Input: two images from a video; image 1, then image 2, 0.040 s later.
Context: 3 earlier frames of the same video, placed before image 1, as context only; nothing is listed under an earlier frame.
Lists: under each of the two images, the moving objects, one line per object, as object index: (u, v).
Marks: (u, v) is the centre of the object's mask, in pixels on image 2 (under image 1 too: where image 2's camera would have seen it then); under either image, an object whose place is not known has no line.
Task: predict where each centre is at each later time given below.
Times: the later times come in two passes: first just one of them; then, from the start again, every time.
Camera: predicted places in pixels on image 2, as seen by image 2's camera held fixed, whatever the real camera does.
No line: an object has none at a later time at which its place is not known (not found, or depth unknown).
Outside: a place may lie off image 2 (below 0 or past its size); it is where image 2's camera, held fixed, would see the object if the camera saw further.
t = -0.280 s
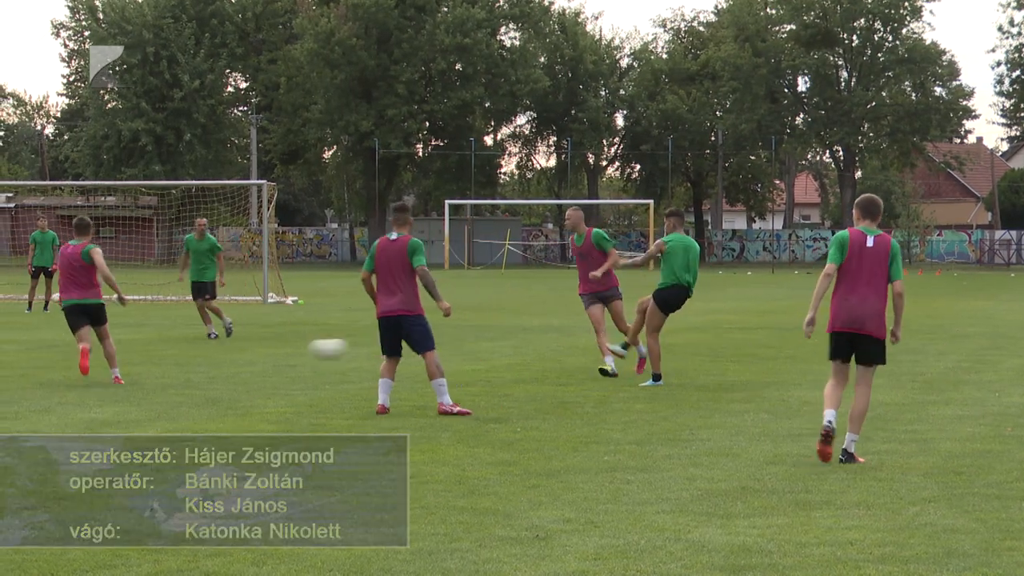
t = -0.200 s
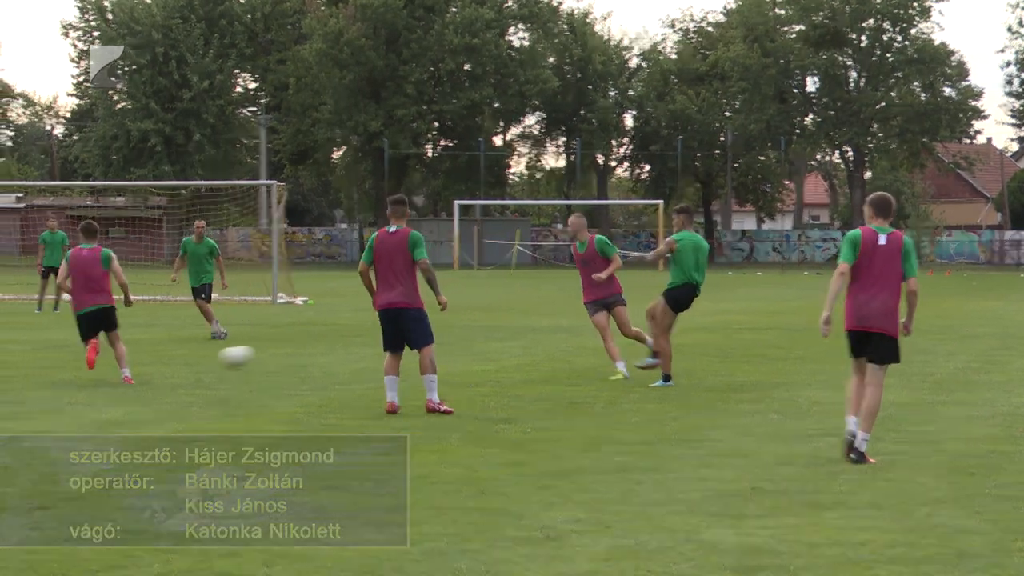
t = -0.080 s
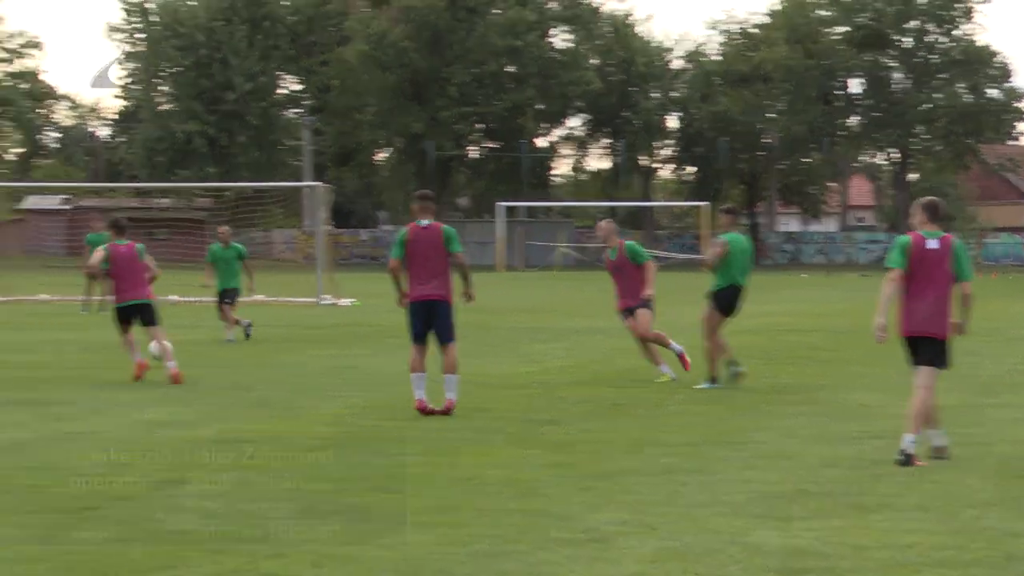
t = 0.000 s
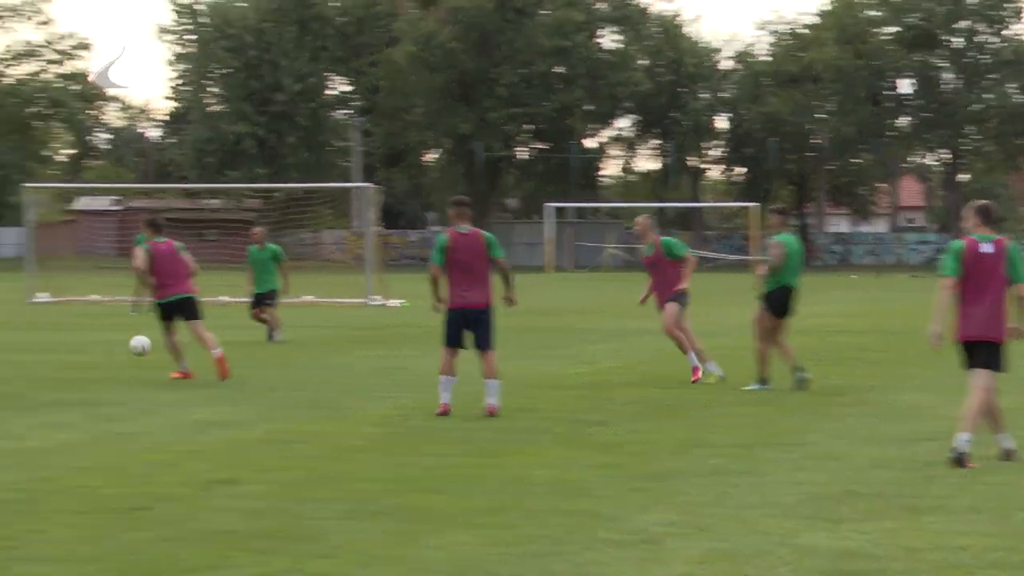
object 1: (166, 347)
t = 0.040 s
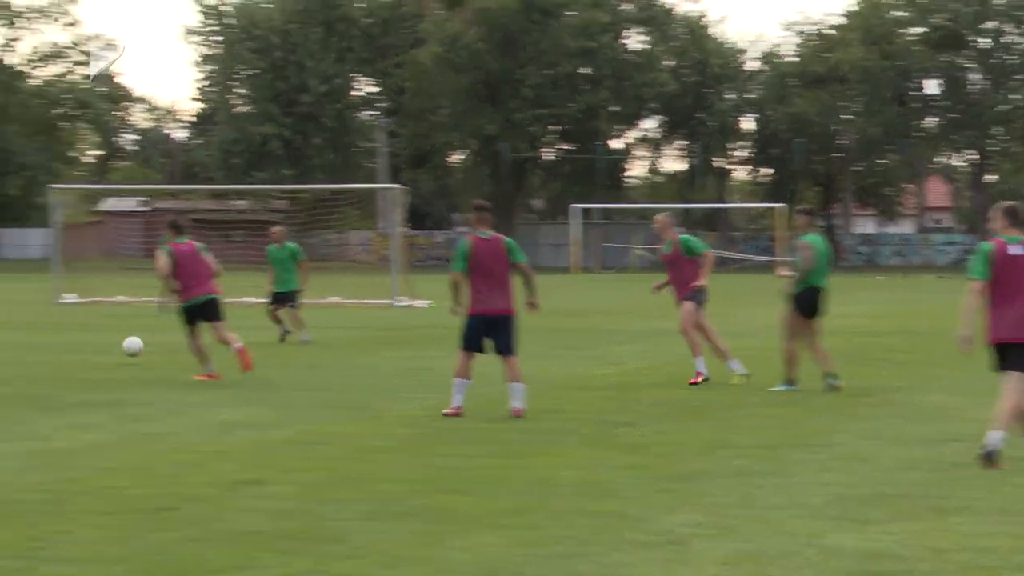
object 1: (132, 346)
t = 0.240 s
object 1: (-10, 346)
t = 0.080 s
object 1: (100, 349)
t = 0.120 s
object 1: (67, 351)
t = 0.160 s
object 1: (38, 352)
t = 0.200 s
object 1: (13, 349)
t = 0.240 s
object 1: (-10, 346)
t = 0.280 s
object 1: (-33, 345)
